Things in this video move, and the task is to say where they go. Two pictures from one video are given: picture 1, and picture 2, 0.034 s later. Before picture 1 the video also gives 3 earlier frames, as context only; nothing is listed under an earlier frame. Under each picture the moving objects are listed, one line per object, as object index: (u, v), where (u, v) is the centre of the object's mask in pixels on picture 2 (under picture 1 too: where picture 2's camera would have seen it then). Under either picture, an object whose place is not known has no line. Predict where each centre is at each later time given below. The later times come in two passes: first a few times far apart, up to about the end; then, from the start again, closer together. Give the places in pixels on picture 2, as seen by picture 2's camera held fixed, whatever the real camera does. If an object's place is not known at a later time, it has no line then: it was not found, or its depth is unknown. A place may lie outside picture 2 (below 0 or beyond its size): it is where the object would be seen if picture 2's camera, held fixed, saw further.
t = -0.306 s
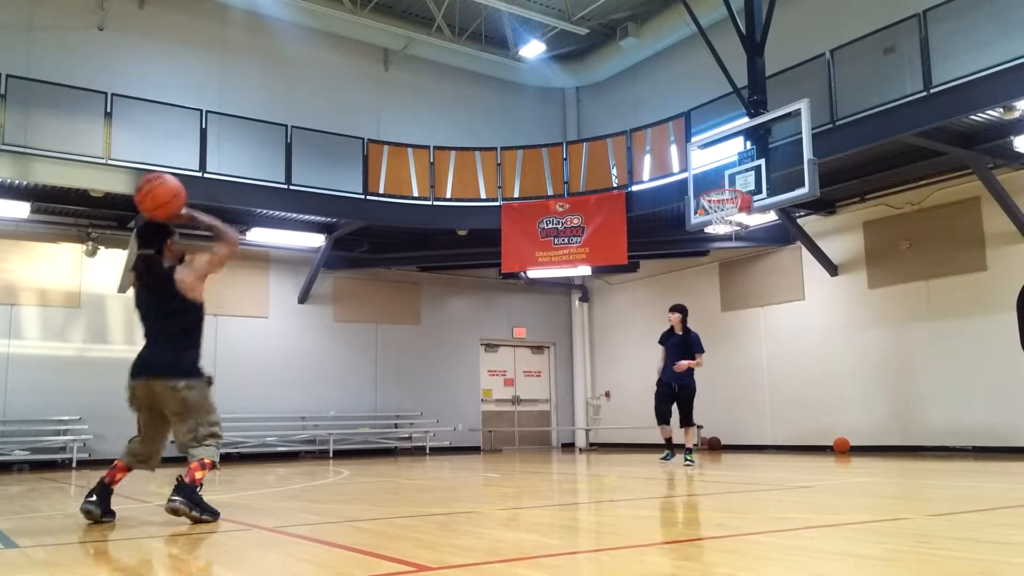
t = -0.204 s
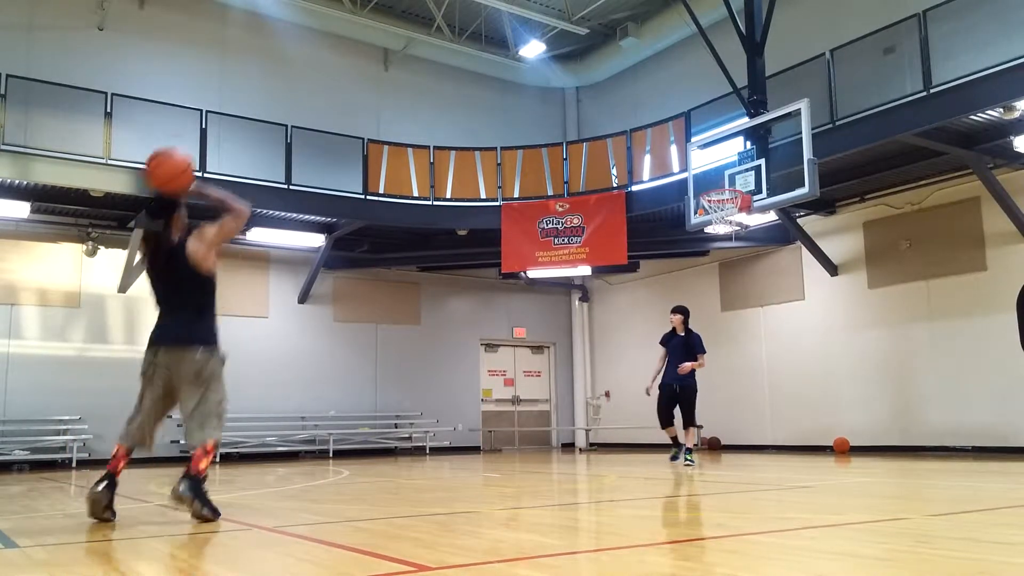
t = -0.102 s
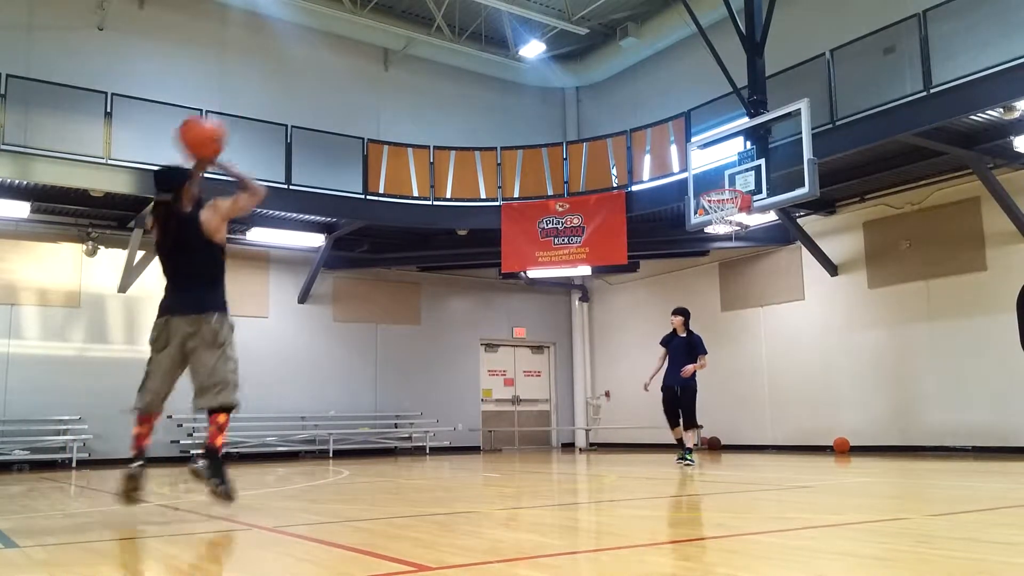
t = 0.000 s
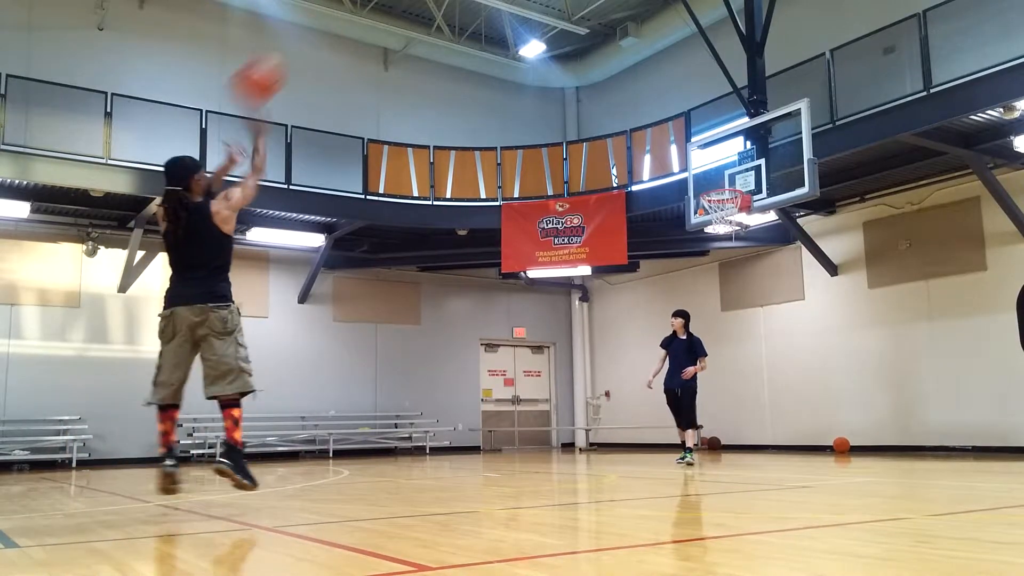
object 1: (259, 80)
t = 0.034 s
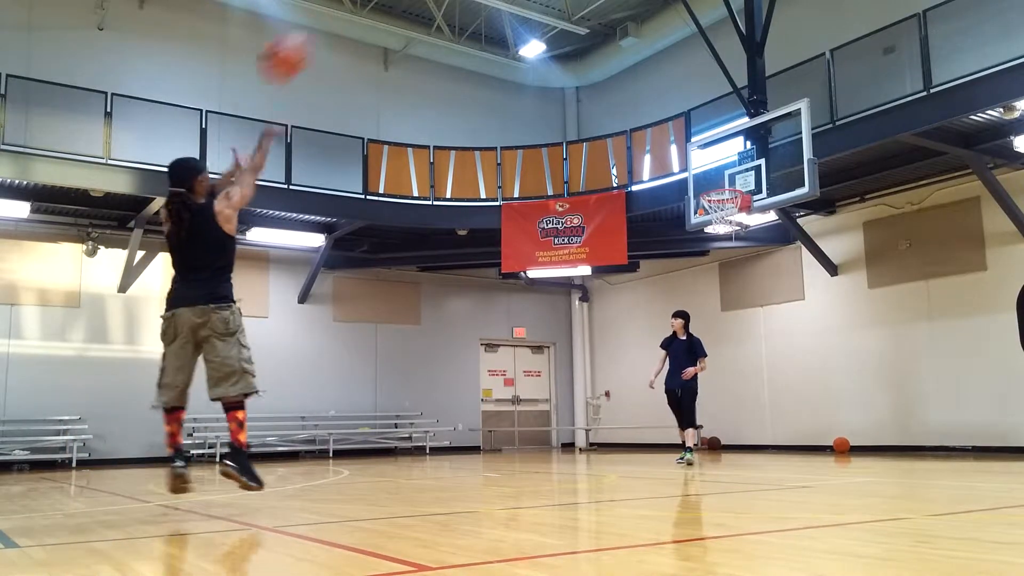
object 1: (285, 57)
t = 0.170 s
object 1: (376, 5)
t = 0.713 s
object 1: (609, 7)
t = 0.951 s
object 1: (676, 84)
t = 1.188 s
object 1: (726, 175)
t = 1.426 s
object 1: (721, 150)
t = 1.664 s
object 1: (683, 157)
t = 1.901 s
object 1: (644, 210)
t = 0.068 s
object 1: (311, 38)
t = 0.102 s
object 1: (335, 19)
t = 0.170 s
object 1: (376, 5)
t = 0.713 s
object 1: (609, 7)
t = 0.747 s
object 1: (619, 12)
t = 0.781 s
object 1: (629, 20)
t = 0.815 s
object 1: (638, 32)
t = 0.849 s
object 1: (648, 44)
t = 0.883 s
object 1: (658, 58)
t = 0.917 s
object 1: (666, 70)
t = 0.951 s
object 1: (676, 84)
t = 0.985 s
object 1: (684, 99)
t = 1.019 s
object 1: (693, 115)
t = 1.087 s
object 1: (708, 145)
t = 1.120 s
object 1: (718, 172)
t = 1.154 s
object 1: (723, 179)
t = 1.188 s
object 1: (726, 175)
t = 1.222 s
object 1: (729, 170)
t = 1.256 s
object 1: (732, 166)
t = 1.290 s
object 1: (734, 164)
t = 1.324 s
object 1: (736, 162)
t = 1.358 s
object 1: (733, 159)
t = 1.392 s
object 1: (727, 154)
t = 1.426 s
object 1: (721, 150)
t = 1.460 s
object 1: (716, 148)
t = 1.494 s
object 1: (710, 147)
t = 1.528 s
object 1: (704, 147)
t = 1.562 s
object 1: (699, 148)
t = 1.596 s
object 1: (692, 150)
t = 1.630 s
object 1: (687, 153)
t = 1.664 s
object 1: (683, 157)
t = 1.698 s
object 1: (677, 162)
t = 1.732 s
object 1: (673, 168)
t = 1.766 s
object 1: (665, 172)
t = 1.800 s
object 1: (660, 182)
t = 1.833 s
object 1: (656, 193)
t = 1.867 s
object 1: (650, 200)
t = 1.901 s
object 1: (644, 210)
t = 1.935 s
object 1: (639, 222)
